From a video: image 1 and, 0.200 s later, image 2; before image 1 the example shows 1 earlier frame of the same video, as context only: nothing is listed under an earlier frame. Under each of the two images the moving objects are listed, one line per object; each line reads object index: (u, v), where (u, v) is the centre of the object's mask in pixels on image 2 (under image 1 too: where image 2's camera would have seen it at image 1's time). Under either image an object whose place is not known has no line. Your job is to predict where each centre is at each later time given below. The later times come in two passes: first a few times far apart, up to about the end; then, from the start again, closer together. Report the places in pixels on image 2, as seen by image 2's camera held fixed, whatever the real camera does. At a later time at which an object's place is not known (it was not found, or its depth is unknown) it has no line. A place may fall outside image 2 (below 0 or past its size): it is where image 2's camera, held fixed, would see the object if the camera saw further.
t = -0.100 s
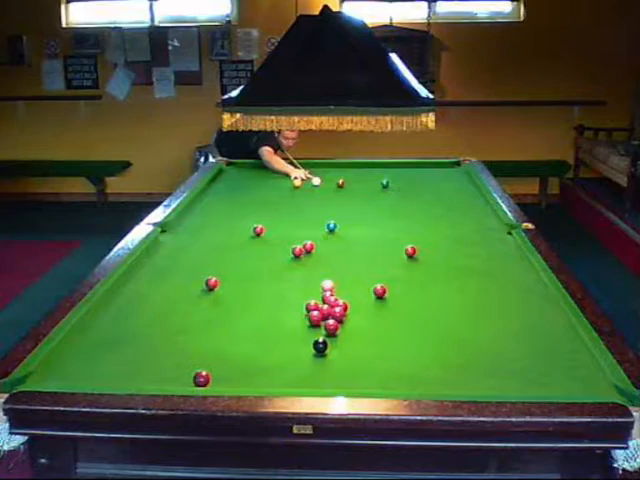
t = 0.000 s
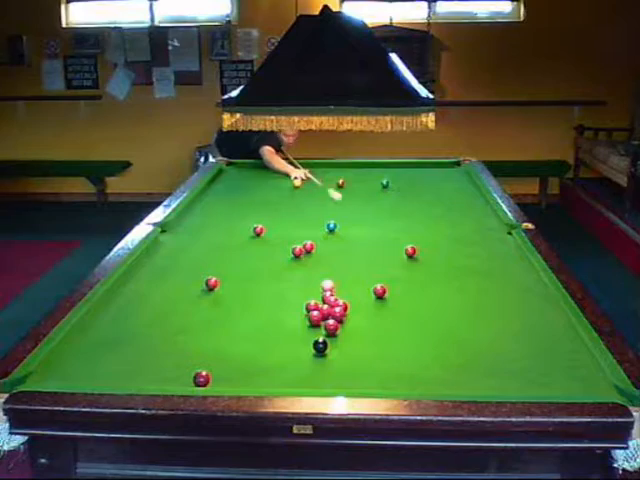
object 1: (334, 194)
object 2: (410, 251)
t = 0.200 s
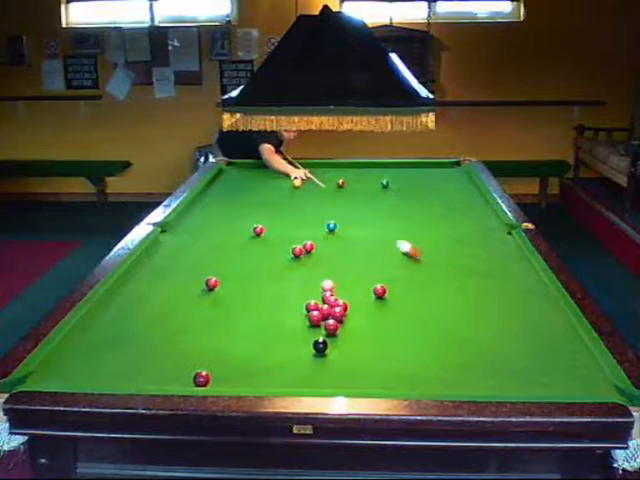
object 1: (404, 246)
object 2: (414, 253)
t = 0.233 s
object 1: (405, 248)
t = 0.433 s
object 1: (404, 252)
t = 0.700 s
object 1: (402, 256)
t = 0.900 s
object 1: (400, 259)
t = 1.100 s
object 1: (399, 261)
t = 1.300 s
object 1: (397, 264)
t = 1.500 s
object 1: (396, 266)
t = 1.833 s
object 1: (394, 269)
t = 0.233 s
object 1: (405, 248)
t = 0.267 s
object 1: (405, 249)
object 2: (445, 274)
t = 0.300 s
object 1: (405, 249)
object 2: (463, 286)
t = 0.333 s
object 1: (404, 250)
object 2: (482, 300)
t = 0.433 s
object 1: (404, 252)
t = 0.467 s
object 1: (404, 252)
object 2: (573, 361)
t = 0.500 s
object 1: (403, 253)
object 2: (603, 383)
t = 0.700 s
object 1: (402, 256)
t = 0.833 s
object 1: (401, 258)
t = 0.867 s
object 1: (400, 258)
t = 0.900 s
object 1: (400, 259)
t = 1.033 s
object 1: (399, 260)
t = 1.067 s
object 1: (399, 261)
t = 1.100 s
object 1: (399, 261)
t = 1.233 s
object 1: (397, 263)
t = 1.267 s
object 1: (397, 263)
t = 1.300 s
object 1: (397, 264)
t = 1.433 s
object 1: (396, 265)
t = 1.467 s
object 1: (396, 266)
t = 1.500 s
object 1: (396, 266)
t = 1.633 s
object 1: (395, 267)
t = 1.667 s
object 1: (394, 268)
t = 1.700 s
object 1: (394, 268)
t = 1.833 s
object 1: (394, 269)
